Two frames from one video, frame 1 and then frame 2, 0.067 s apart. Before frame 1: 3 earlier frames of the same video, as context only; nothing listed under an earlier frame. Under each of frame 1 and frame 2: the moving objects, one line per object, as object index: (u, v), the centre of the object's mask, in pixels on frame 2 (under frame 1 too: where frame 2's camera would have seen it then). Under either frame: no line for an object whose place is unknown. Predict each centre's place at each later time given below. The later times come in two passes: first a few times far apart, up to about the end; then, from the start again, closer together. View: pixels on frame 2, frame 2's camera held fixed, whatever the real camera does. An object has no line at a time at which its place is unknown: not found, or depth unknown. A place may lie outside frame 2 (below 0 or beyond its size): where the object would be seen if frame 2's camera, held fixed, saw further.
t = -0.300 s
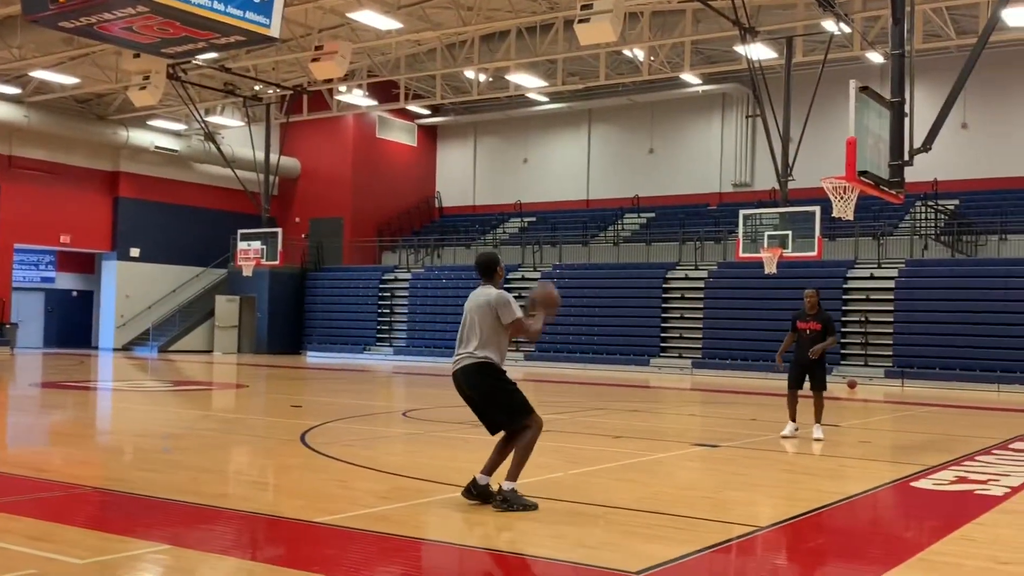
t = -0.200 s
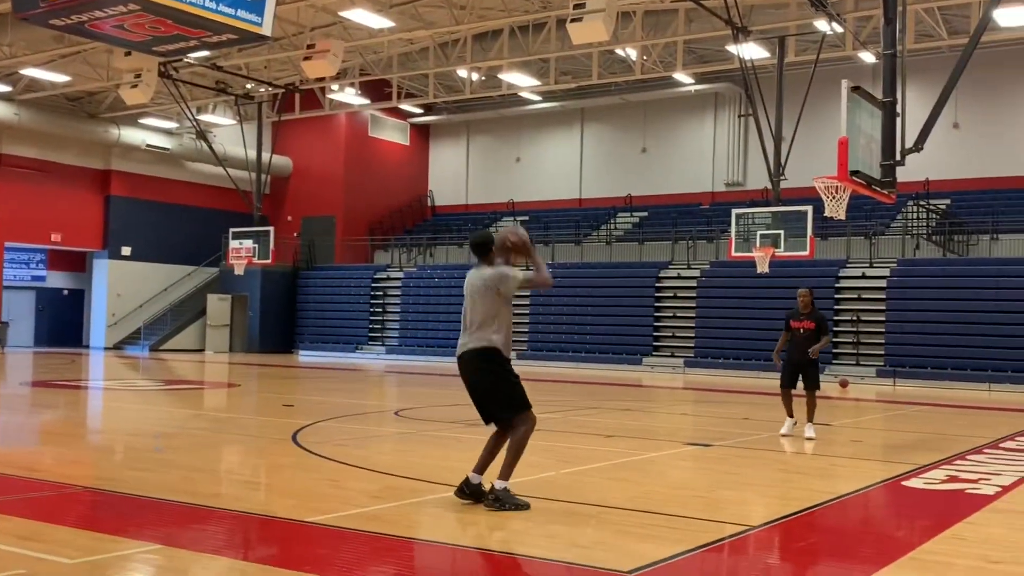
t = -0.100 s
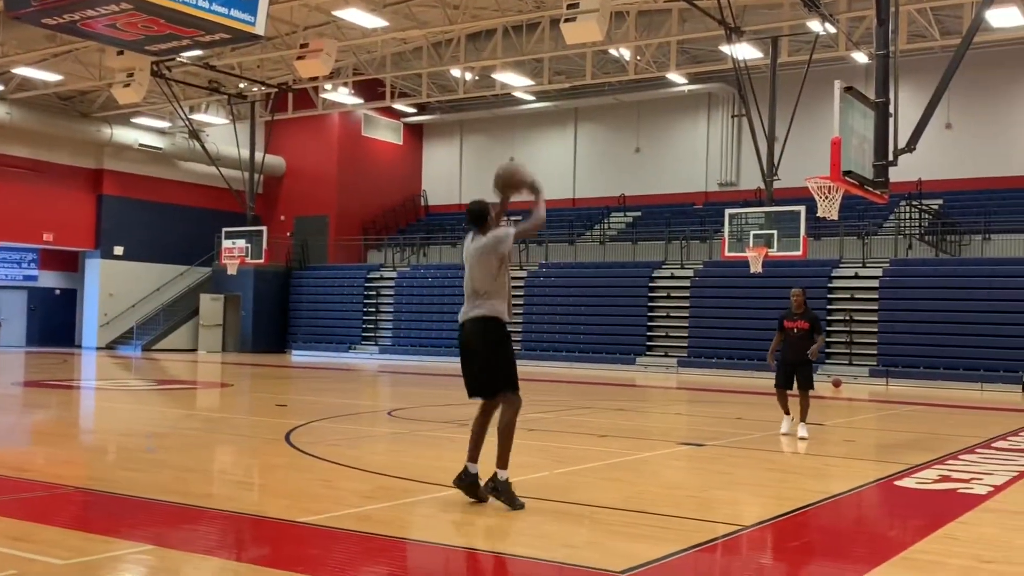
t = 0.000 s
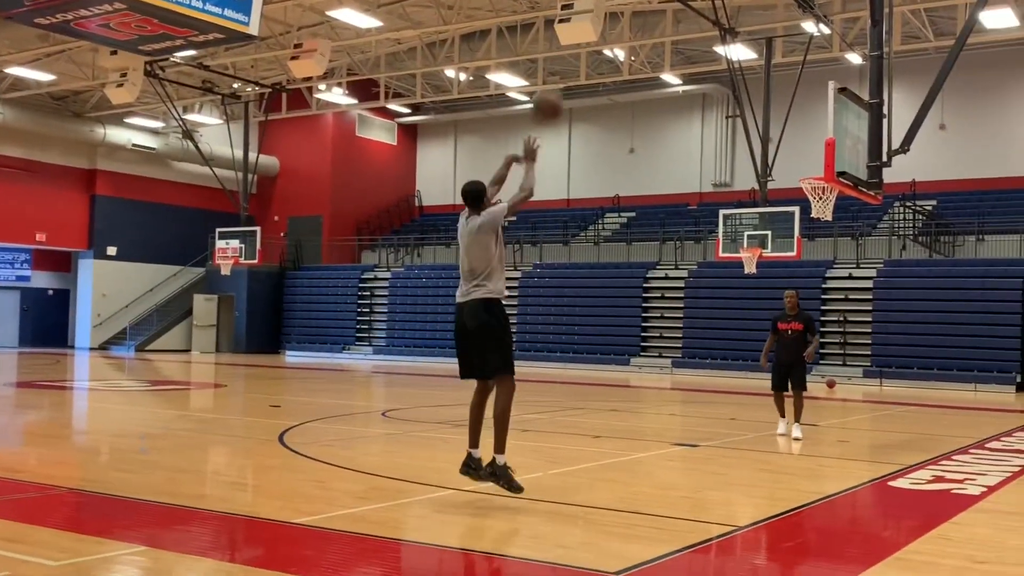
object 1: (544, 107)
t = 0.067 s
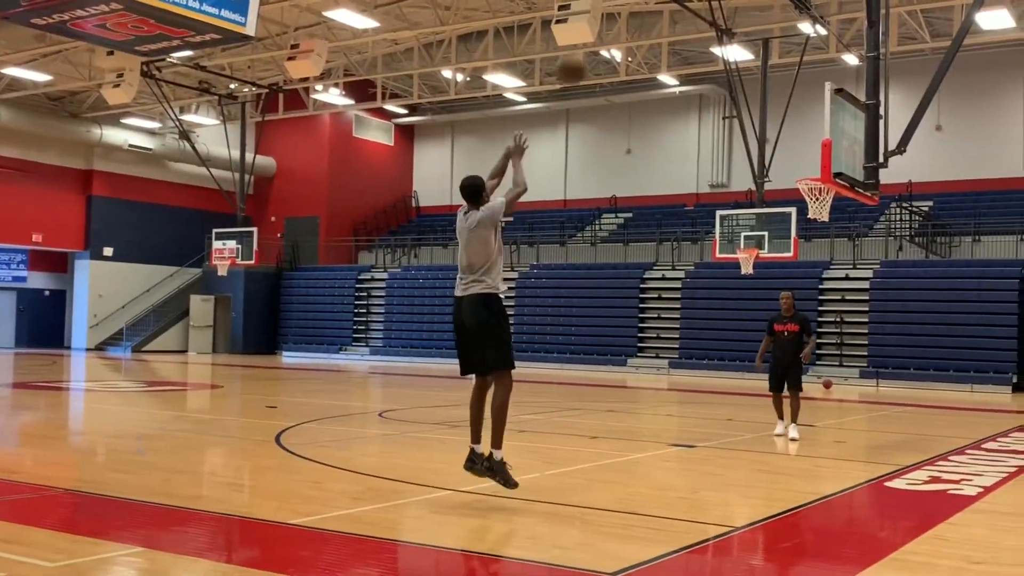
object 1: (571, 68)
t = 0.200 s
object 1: (620, 18)
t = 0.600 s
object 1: (729, 2)
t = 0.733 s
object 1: (757, 31)
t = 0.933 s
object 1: (794, 98)
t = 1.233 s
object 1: (825, 207)
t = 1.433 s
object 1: (815, 229)
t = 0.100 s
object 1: (585, 53)
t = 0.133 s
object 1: (596, 39)
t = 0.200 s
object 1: (620, 18)
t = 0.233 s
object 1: (632, 9)
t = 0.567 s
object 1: (721, -1)
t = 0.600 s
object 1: (729, 2)
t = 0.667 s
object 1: (744, 15)
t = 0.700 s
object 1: (750, 21)
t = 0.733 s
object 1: (757, 31)
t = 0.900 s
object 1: (788, 85)
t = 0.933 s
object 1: (794, 98)
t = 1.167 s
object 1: (825, 210)
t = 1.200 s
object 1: (825, 208)
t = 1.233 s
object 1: (825, 207)
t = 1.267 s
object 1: (824, 208)
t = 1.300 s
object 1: (822, 210)
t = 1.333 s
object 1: (820, 214)
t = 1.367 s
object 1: (819, 217)
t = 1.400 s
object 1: (818, 223)
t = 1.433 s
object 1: (815, 229)
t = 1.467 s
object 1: (814, 235)
